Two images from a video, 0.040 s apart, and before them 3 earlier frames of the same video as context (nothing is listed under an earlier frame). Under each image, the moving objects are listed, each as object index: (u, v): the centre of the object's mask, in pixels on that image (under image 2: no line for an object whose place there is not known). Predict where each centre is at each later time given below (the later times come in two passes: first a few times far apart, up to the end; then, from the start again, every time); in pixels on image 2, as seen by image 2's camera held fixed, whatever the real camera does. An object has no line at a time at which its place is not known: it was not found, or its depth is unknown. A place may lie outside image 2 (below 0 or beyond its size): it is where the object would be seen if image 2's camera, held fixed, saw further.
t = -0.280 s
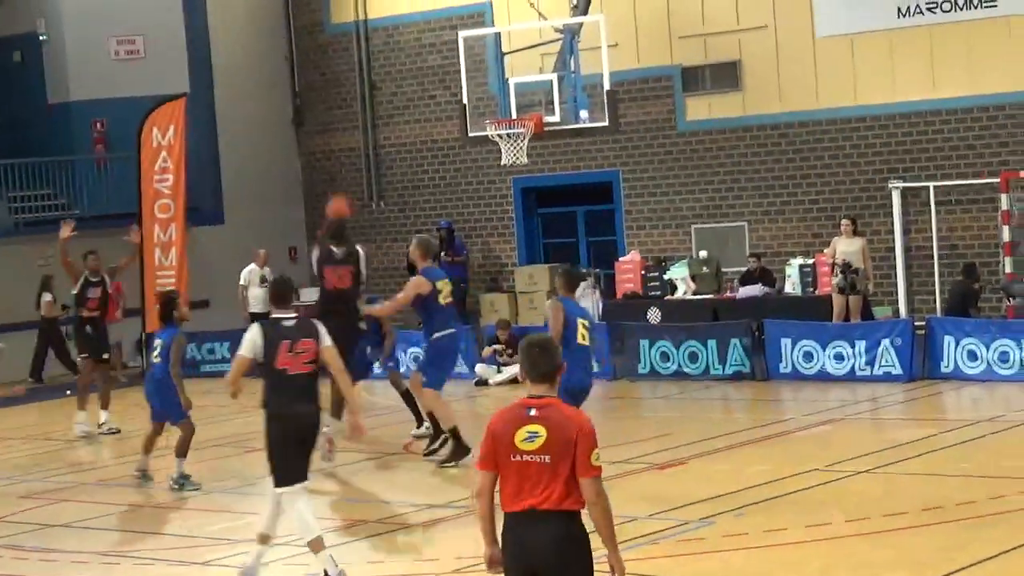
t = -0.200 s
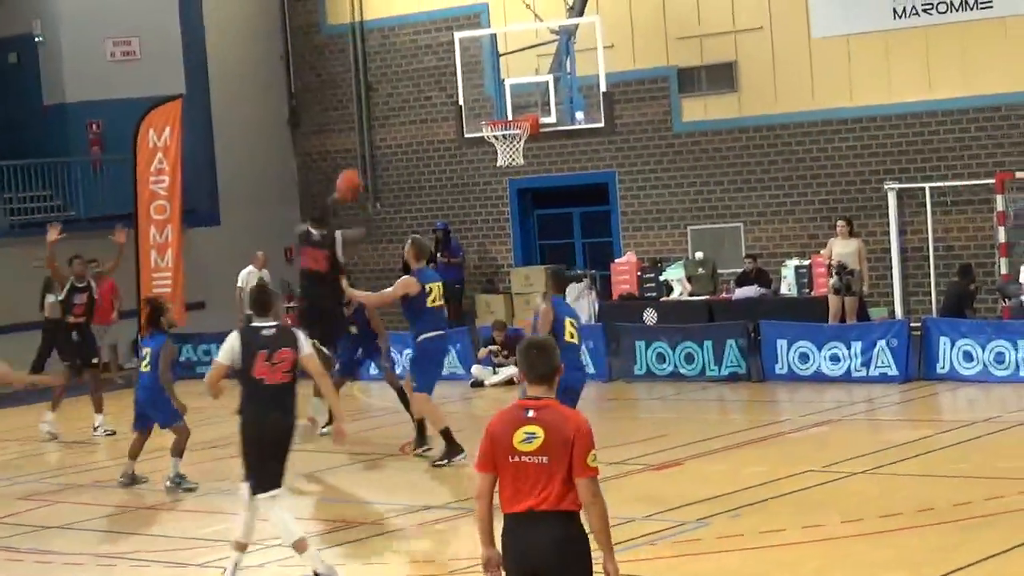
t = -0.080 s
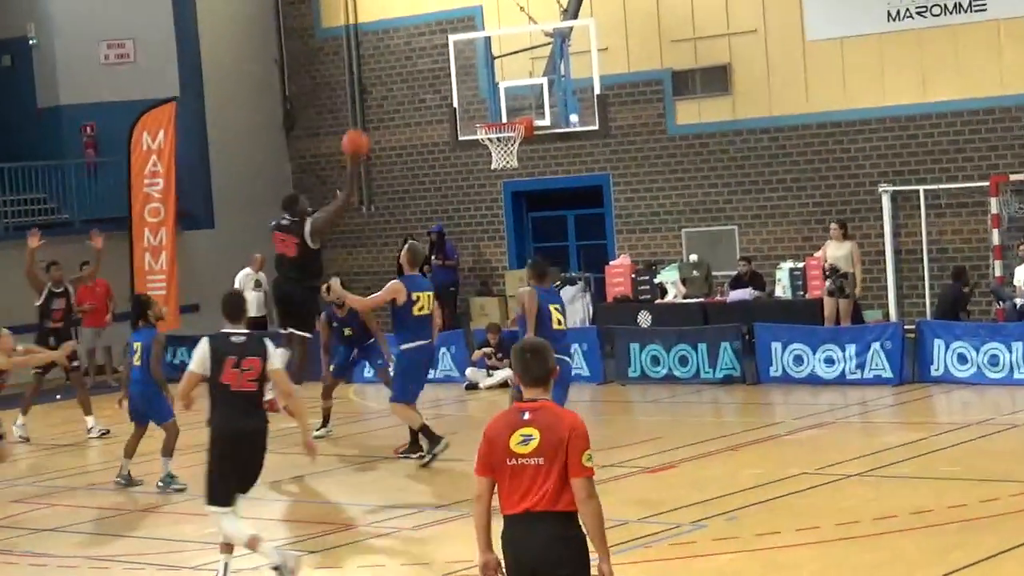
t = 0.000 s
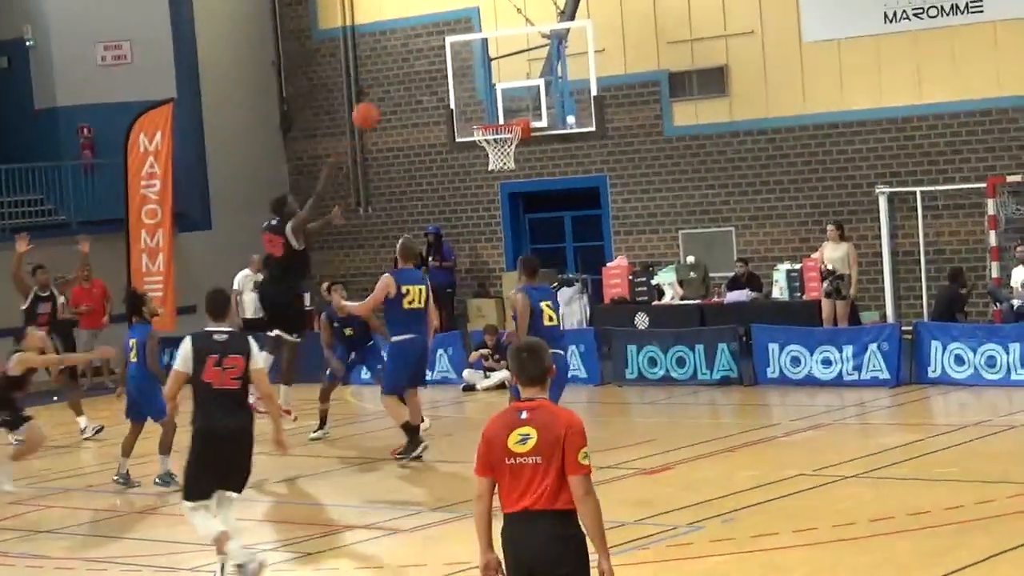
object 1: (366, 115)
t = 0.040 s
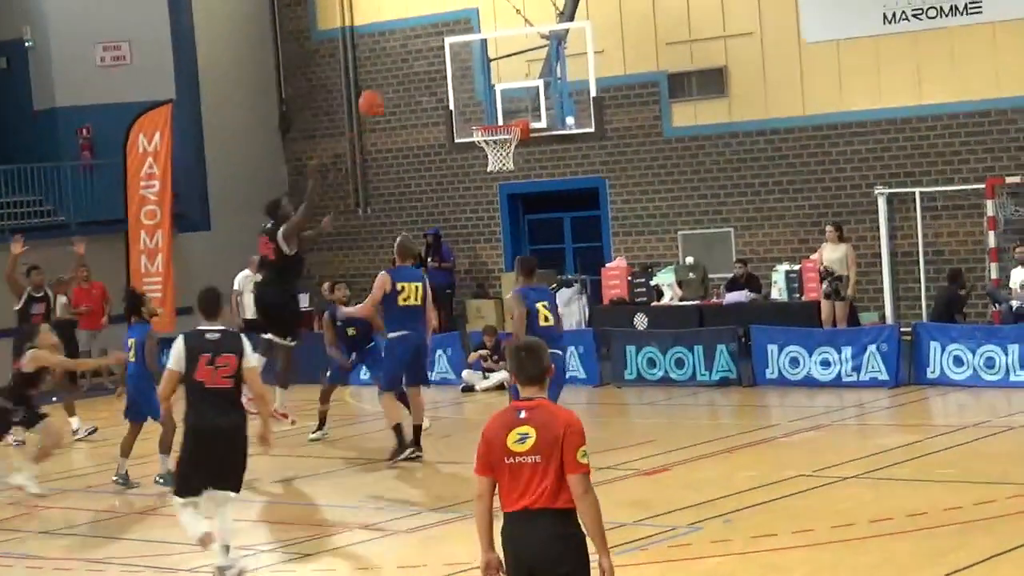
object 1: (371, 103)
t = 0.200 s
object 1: (398, 74)
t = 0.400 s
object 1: (435, 76)
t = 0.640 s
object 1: (472, 117)
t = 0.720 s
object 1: (471, 117)
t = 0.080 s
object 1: (377, 93)
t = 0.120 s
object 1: (385, 86)
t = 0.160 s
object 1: (390, 79)
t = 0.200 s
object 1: (398, 74)
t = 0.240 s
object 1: (405, 71)
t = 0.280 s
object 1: (413, 71)
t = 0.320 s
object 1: (419, 70)
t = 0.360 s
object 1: (428, 72)
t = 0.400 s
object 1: (435, 76)
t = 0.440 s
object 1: (442, 80)
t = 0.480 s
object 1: (450, 87)
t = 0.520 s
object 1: (457, 96)
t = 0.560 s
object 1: (465, 105)
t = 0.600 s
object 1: (473, 116)
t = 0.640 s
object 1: (472, 117)
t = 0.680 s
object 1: (472, 117)
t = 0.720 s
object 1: (471, 117)
